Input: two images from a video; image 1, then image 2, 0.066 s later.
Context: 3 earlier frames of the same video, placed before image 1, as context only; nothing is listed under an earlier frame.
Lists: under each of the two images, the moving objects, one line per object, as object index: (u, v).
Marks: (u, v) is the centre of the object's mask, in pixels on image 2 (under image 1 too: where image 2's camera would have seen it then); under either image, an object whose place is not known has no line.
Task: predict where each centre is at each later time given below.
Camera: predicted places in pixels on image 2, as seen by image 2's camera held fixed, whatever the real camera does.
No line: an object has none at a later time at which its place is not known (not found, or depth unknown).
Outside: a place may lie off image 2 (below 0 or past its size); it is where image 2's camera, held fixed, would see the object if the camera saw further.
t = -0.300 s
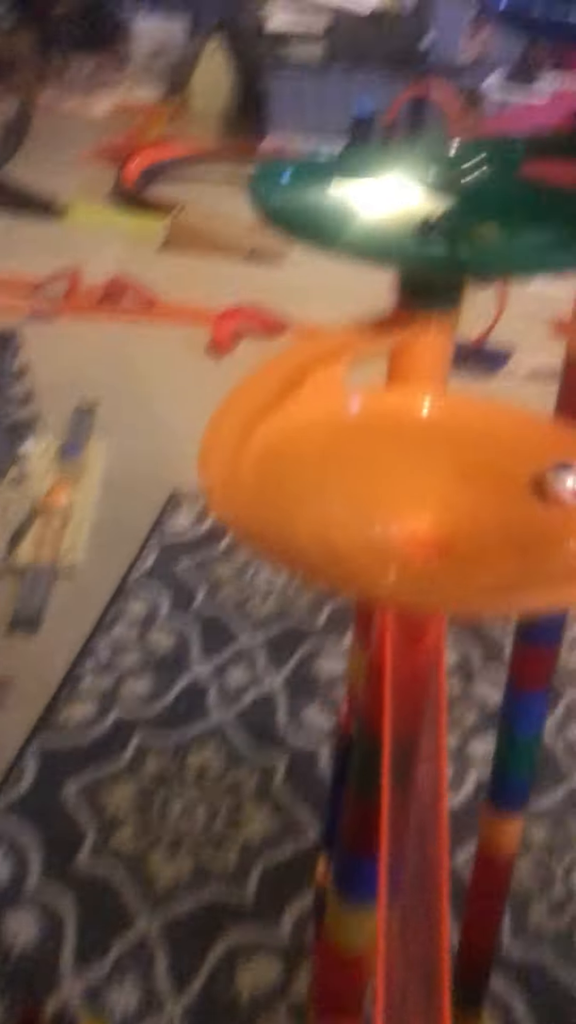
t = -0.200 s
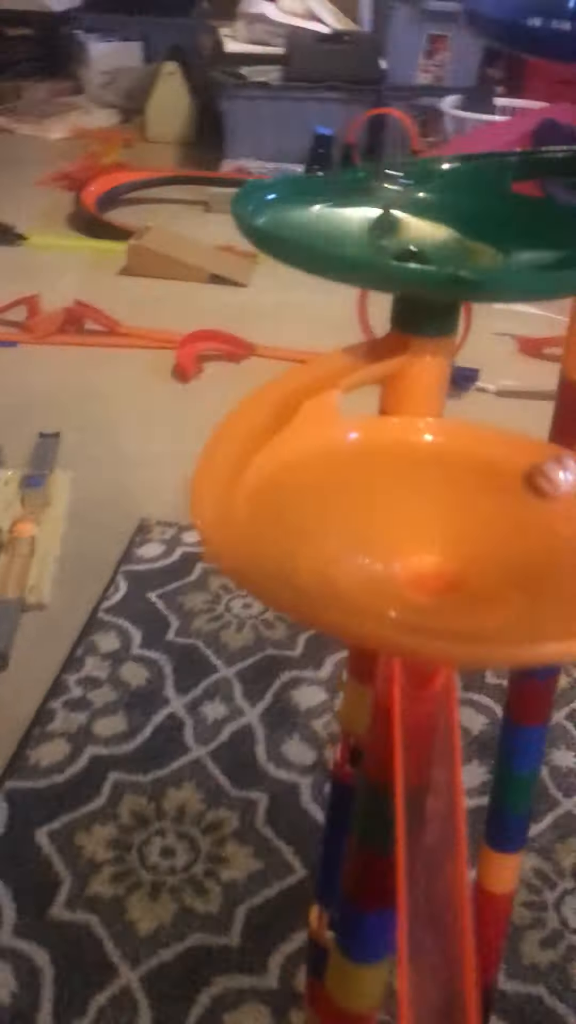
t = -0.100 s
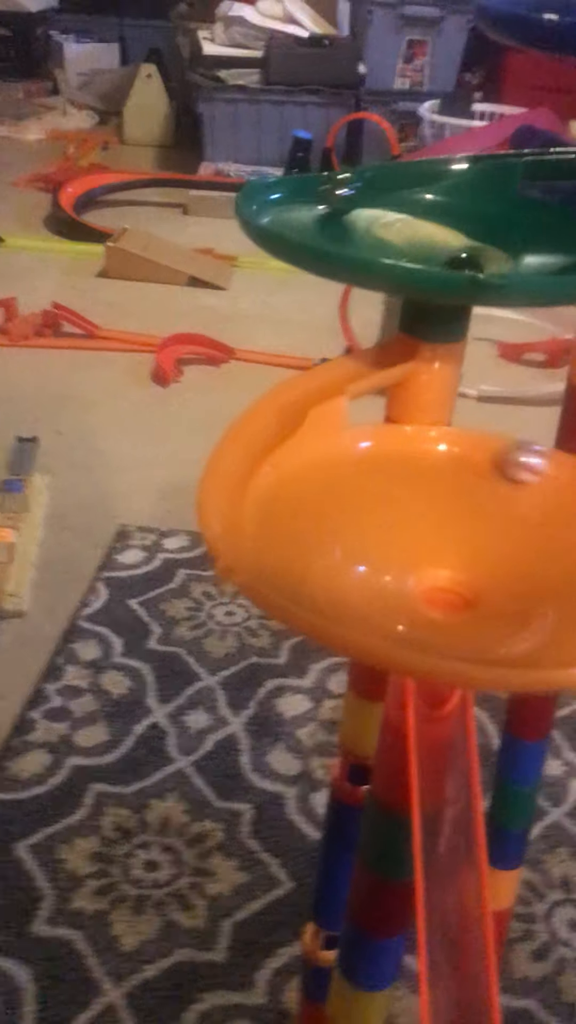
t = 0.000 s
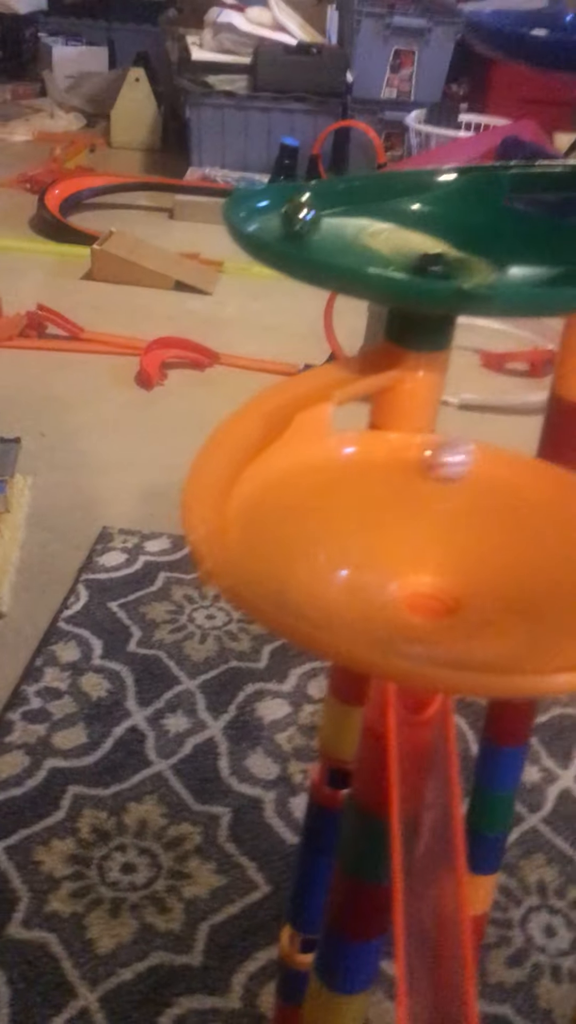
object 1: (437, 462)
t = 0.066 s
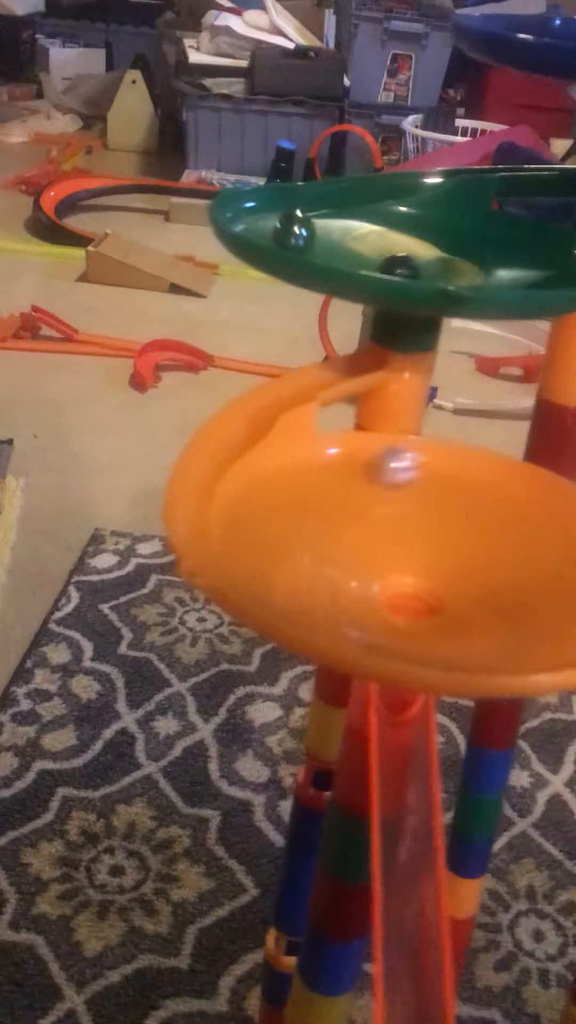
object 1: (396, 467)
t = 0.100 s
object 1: (375, 471)
